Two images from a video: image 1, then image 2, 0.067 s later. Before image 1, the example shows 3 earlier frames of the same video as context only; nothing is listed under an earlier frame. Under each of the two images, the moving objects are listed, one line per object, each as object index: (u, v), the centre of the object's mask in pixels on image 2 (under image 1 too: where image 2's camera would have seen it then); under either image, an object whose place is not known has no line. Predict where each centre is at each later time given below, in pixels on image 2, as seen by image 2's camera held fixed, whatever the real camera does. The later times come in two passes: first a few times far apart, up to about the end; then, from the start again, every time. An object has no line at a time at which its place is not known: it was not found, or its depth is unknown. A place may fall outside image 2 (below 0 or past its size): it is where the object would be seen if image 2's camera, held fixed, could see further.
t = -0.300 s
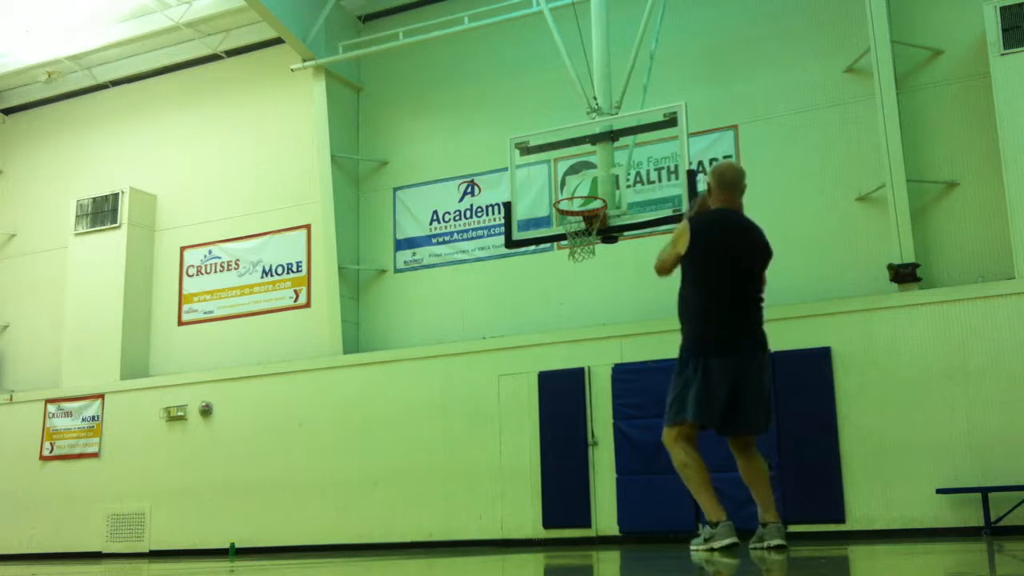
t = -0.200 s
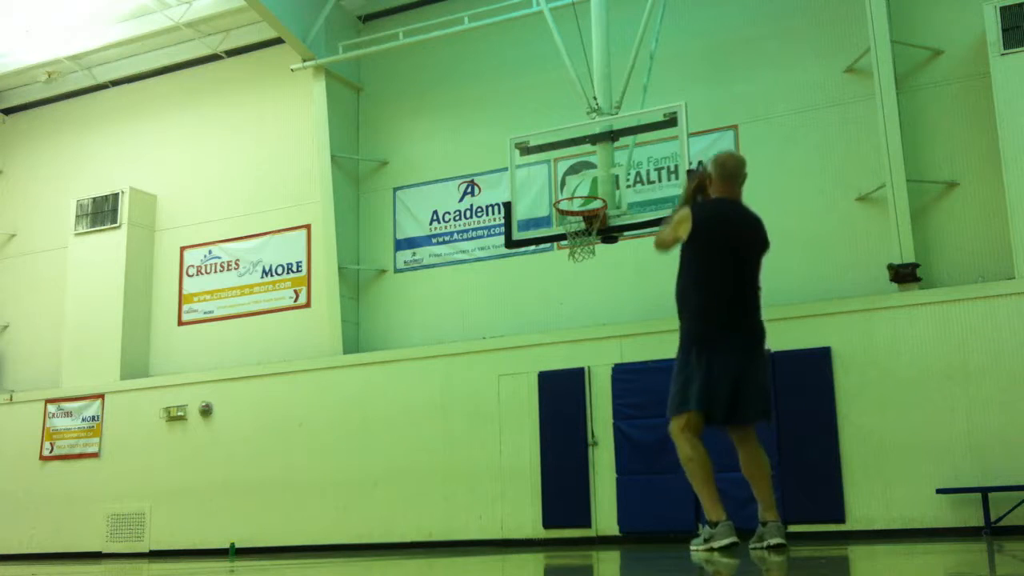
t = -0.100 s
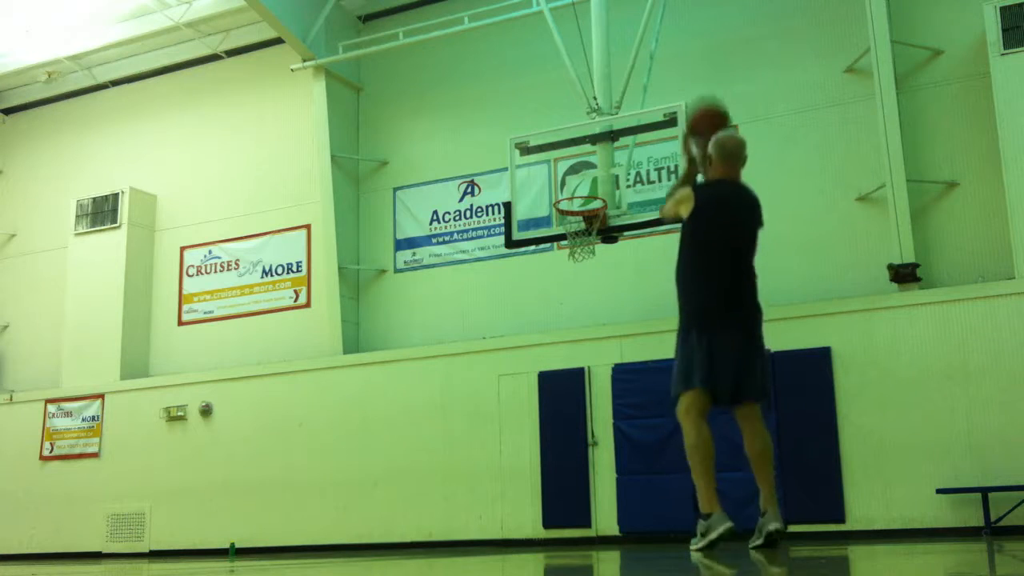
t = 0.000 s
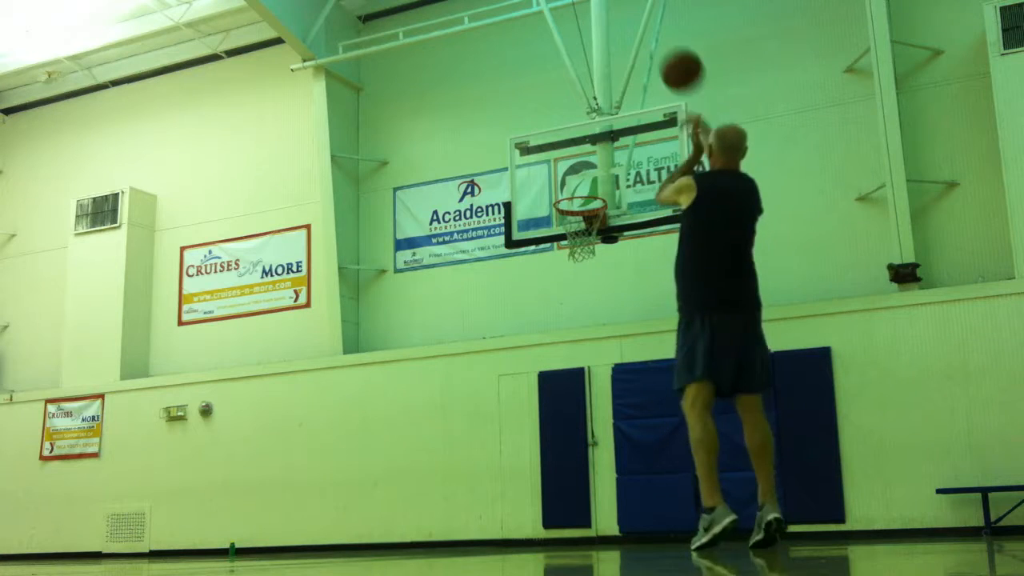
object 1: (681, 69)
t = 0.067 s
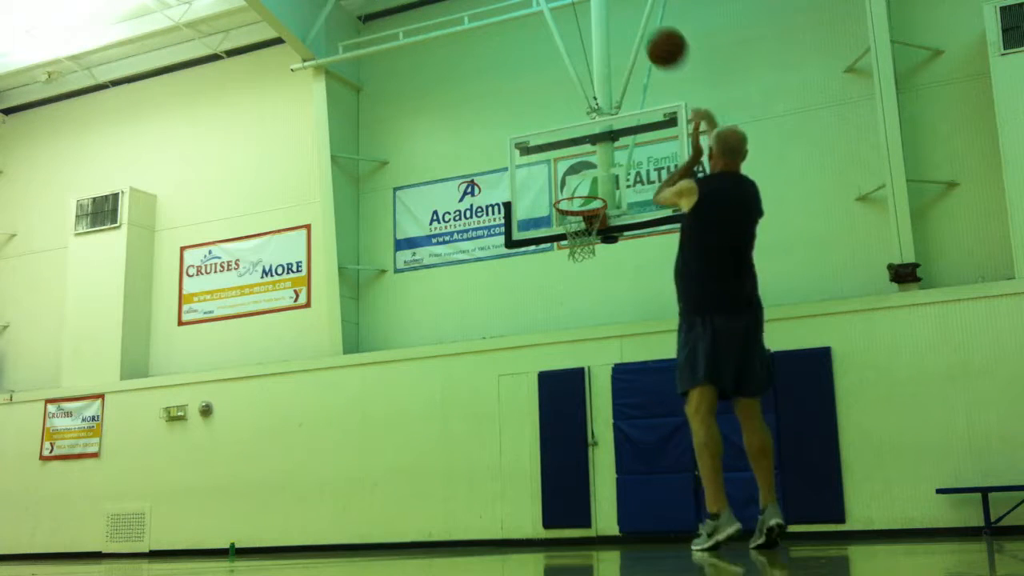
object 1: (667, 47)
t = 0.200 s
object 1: (641, 27)
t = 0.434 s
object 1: (609, 47)
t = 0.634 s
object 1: (589, 108)
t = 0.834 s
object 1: (575, 204)
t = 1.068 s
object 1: (588, 269)
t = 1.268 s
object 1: (606, 350)
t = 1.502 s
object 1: (632, 509)
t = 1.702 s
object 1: (639, 443)
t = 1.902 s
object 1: (646, 373)
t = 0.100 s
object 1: (659, 40)
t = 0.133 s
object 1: (653, 33)
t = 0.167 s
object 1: (647, 29)
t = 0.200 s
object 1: (641, 27)
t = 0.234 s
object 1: (636, 25)
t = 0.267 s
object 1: (631, 26)
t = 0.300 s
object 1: (626, 27)
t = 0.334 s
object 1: (621, 31)
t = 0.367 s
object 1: (617, 35)
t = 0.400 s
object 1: (612, 40)
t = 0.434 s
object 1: (609, 47)
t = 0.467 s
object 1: (605, 55)
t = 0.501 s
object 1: (601, 64)
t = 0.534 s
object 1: (598, 74)
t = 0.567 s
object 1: (594, 84)
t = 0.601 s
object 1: (591, 97)
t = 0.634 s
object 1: (589, 108)
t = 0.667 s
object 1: (585, 122)
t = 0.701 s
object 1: (583, 137)
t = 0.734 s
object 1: (581, 153)
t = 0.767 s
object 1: (578, 168)
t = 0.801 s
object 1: (576, 185)
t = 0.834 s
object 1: (575, 204)
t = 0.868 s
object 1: (574, 219)
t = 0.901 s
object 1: (577, 231)
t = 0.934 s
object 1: (577, 240)
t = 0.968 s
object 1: (579, 244)
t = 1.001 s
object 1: (582, 251)
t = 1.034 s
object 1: (585, 260)
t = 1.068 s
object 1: (588, 269)
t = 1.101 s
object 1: (591, 280)
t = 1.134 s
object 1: (594, 291)
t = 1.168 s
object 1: (597, 304)
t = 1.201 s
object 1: (600, 317)
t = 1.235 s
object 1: (603, 332)
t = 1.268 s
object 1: (606, 350)
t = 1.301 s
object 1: (610, 368)
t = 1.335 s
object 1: (611, 389)
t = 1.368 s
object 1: (614, 411)
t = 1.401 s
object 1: (618, 432)
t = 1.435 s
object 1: (623, 451)
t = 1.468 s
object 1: (627, 480)
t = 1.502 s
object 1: (632, 509)
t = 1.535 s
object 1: (635, 527)
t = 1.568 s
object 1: (636, 511)
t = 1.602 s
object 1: (636, 494)
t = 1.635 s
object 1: (637, 474)
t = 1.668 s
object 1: (638, 459)
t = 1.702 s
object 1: (639, 443)
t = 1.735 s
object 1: (640, 428)
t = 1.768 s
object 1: (640, 416)
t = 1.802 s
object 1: (640, 401)
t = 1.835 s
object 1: (642, 392)
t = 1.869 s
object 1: (644, 382)
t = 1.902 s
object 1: (646, 373)
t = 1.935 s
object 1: (647, 365)
